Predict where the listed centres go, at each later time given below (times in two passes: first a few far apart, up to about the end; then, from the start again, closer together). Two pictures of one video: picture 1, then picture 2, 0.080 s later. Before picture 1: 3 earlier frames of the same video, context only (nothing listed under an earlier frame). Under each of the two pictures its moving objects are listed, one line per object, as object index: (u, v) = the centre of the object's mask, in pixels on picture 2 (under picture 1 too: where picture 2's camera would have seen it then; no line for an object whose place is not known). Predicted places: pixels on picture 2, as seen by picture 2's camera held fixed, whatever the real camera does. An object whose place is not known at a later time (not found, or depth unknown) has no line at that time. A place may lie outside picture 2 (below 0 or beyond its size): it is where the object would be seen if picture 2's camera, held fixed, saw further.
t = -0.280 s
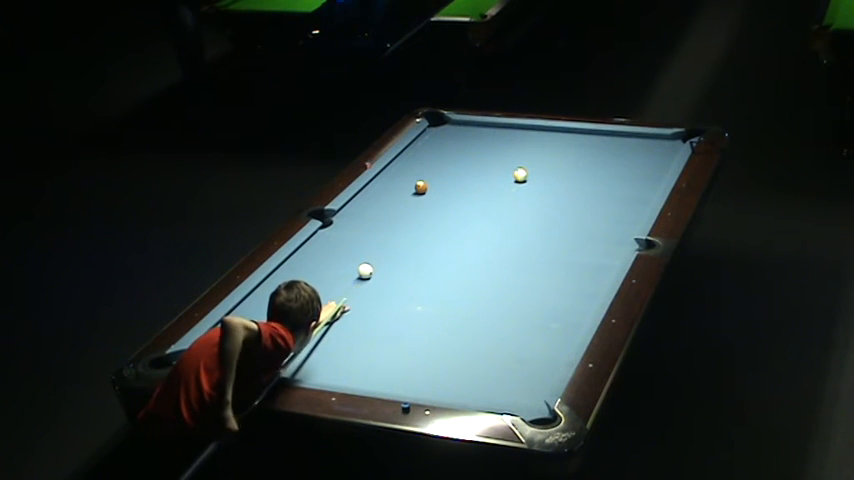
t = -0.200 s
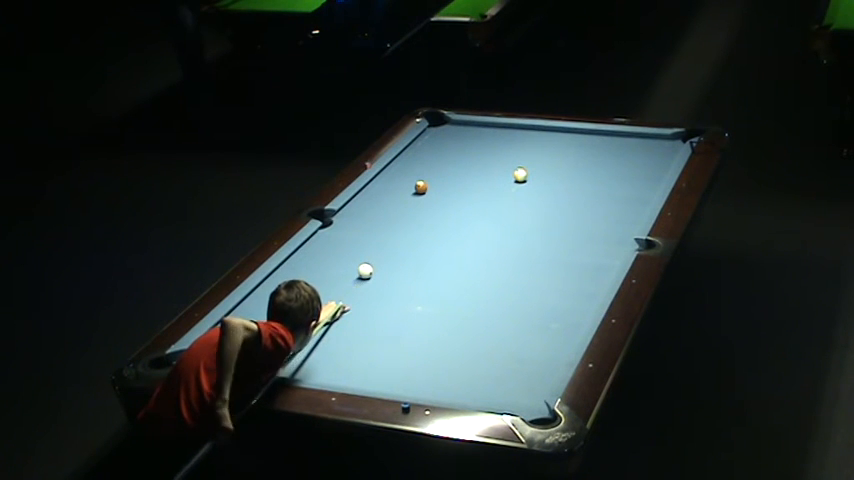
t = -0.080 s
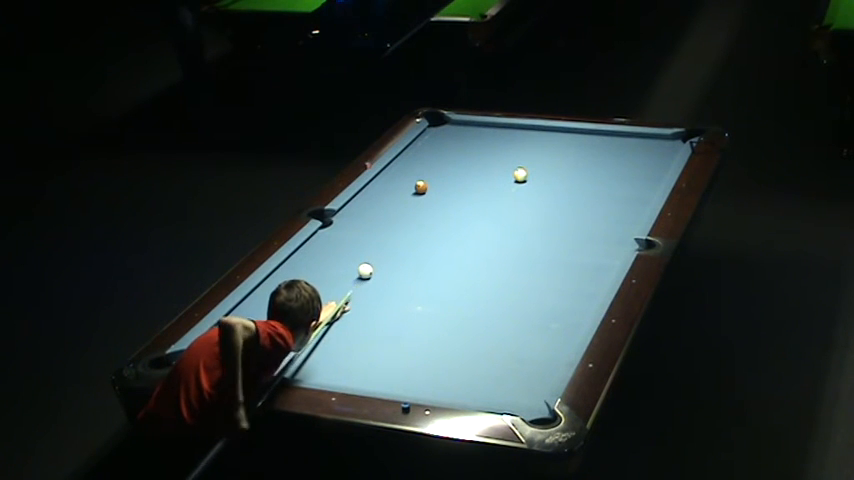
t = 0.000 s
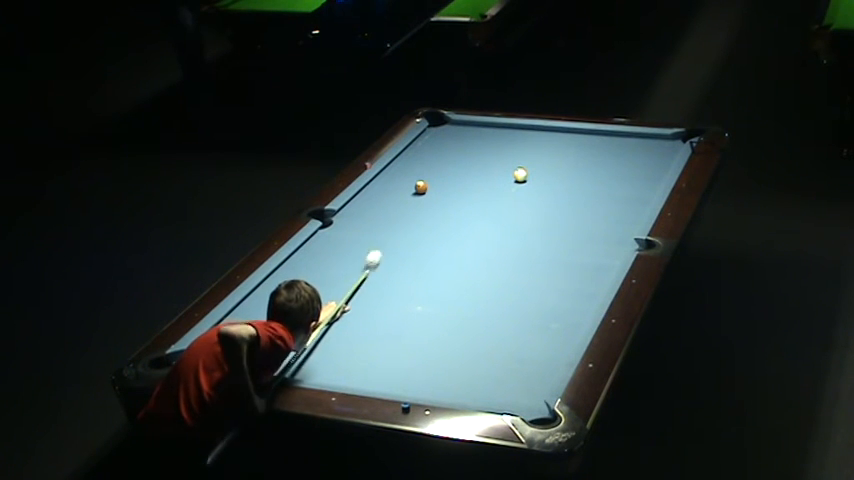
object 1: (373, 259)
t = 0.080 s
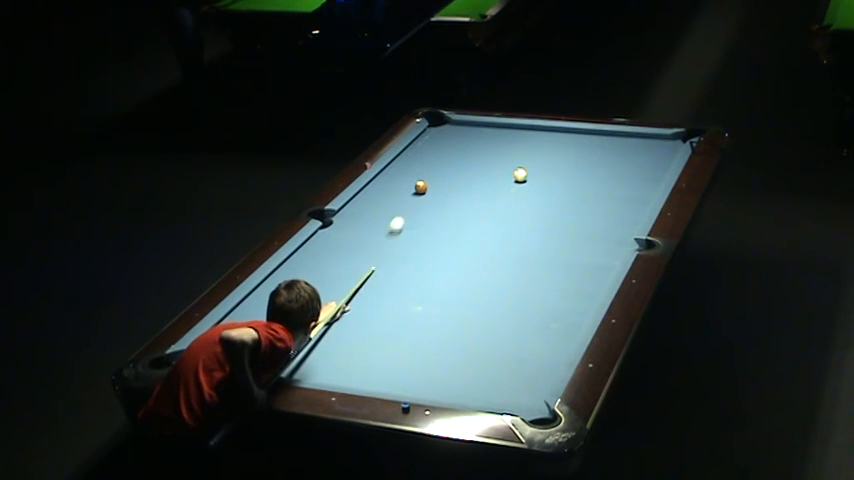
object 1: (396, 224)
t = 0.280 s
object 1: (429, 191)
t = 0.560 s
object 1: (453, 191)
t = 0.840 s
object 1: (475, 190)
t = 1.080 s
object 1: (492, 190)
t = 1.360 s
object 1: (512, 190)
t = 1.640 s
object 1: (530, 190)
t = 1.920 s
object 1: (547, 189)
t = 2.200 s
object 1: (562, 189)
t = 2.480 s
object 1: (576, 189)
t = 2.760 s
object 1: (589, 188)
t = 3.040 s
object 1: (600, 188)
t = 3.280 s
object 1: (609, 188)
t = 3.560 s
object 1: (618, 188)
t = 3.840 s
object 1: (626, 188)
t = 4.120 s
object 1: (631, 188)
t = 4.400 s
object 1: (635, 187)
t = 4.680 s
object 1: (639, 187)
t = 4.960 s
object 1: (640, 187)
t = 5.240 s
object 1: (641, 187)
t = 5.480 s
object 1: (641, 187)
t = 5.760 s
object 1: (642, 187)
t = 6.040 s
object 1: (642, 187)
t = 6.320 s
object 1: (642, 187)
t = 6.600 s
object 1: (641, 187)
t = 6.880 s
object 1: (641, 187)
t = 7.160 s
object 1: (641, 187)
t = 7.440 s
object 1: (641, 187)
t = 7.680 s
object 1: (641, 187)
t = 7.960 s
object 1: (641, 187)
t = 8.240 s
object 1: (641, 187)
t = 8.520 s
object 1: (641, 187)
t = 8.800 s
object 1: (641, 187)
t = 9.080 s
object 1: (642, 187)
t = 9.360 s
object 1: (641, 188)
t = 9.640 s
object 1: (641, 187)
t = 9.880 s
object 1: (642, 187)
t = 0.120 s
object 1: (407, 210)
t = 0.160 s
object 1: (416, 196)
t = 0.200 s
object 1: (422, 192)
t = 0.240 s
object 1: (426, 192)
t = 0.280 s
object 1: (429, 191)
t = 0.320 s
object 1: (433, 191)
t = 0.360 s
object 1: (436, 191)
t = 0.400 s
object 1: (439, 191)
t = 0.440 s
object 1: (443, 191)
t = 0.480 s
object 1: (446, 191)
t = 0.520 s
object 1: (449, 191)
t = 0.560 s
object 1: (453, 191)
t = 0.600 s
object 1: (456, 191)
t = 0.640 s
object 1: (459, 191)
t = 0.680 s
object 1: (462, 191)
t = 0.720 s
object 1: (465, 191)
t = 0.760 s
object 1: (469, 190)
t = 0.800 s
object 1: (471, 190)
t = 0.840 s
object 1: (475, 190)
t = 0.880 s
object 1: (478, 190)
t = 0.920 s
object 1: (481, 190)
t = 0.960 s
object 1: (484, 190)
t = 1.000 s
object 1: (487, 190)
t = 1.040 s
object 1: (489, 190)
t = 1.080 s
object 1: (492, 190)
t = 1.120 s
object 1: (495, 190)
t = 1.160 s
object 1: (498, 190)
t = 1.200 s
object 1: (501, 190)
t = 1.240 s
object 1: (503, 190)
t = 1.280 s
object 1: (506, 190)
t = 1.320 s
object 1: (509, 190)
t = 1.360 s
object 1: (512, 190)
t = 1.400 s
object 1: (514, 190)
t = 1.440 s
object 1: (517, 190)
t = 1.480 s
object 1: (520, 190)
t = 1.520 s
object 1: (522, 190)
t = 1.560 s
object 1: (525, 190)
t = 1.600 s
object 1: (527, 190)
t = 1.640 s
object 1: (530, 190)
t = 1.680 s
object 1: (533, 189)
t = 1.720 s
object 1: (535, 189)
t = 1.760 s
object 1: (538, 189)
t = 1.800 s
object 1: (540, 189)
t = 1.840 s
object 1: (542, 189)
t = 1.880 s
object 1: (544, 189)
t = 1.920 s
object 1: (547, 189)
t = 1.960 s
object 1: (549, 189)
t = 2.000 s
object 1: (551, 189)
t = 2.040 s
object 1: (554, 189)
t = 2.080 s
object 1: (556, 189)
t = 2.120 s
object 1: (558, 189)
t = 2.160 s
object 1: (560, 189)
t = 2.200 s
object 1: (562, 189)
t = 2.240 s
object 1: (565, 189)
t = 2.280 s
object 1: (567, 189)
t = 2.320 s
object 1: (569, 189)
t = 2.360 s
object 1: (571, 189)
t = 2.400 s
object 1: (572, 189)
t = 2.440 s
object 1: (575, 189)
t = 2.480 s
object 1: (576, 189)
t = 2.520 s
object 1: (578, 188)
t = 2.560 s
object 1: (580, 188)
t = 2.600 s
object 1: (582, 188)
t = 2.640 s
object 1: (584, 188)
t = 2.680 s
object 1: (586, 188)
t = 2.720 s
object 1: (587, 188)
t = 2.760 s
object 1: (589, 188)
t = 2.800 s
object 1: (591, 189)
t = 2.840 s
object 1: (593, 188)
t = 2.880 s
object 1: (594, 188)
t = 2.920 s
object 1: (596, 188)
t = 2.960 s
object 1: (598, 188)
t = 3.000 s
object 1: (599, 188)
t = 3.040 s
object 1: (600, 188)
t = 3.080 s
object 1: (602, 188)
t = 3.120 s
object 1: (603, 188)
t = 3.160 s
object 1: (605, 188)
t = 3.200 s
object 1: (606, 188)
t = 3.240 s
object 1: (608, 188)
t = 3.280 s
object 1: (609, 188)
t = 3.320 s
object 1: (611, 188)
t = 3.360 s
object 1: (612, 188)
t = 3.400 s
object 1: (613, 188)
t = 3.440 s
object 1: (614, 188)
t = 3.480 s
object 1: (616, 188)
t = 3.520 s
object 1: (617, 188)
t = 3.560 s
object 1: (618, 188)
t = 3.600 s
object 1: (619, 188)
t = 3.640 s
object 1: (620, 188)
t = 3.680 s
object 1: (622, 188)
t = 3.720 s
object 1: (623, 188)
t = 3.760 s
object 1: (623, 188)
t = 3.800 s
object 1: (624, 188)
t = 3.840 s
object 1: (626, 188)
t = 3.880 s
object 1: (626, 188)
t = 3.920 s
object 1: (627, 188)
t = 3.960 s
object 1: (628, 188)
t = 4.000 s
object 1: (629, 187)
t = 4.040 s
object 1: (629, 188)
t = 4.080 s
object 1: (631, 188)
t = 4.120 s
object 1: (631, 188)
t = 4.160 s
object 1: (632, 188)
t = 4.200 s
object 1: (633, 187)
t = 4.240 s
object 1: (633, 188)
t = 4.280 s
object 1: (634, 188)
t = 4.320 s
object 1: (635, 187)
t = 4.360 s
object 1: (635, 187)
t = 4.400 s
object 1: (635, 187)
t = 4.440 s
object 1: (636, 187)
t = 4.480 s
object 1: (637, 187)
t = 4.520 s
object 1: (637, 187)
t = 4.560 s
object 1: (638, 187)
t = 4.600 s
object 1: (638, 187)
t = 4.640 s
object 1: (638, 187)
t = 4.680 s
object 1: (639, 187)
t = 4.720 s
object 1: (639, 187)
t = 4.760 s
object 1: (639, 187)
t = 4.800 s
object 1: (640, 187)
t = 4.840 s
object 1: (640, 187)
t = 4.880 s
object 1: (640, 187)
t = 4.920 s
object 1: (640, 187)
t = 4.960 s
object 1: (640, 187)
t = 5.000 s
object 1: (641, 187)
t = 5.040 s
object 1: (641, 187)
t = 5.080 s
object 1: (641, 187)
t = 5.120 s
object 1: (641, 187)
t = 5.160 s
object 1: (641, 187)
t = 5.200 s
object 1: (641, 187)
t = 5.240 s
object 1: (641, 187)
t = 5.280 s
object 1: (641, 188)
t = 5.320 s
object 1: (641, 187)
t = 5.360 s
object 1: (642, 188)
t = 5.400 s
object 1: (641, 188)
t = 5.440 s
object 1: (641, 187)
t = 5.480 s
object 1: (641, 187)
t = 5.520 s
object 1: (641, 187)
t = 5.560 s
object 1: (641, 187)
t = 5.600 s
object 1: (641, 187)
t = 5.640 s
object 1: (641, 187)
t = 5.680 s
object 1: (641, 187)
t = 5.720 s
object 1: (642, 187)
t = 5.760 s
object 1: (642, 187)
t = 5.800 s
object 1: (642, 187)
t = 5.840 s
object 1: (642, 187)
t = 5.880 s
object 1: (642, 187)
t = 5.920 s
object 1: (642, 187)
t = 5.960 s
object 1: (642, 187)
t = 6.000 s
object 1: (642, 187)
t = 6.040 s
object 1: (642, 187)
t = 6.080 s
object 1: (642, 187)
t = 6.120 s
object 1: (641, 187)
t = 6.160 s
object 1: (642, 187)
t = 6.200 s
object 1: (642, 187)
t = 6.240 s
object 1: (642, 187)
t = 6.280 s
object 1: (642, 187)
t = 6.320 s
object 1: (642, 187)
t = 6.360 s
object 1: (642, 187)
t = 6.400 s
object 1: (642, 187)
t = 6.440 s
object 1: (642, 187)
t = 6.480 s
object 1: (641, 187)
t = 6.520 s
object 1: (641, 187)
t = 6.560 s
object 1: (641, 187)
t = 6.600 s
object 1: (641, 187)
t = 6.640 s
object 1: (641, 187)
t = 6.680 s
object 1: (641, 187)
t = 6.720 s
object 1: (641, 187)
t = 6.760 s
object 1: (641, 187)
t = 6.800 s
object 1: (641, 187)
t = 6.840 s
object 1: (641, 187)
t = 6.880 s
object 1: (641, 187)
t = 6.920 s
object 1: (641, 187)
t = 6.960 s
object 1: (641, 187)
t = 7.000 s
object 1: (641, 187)
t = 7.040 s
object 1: (641, 187)
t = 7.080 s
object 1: (641, 187)
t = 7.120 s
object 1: (641, 187)
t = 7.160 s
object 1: (641, 187)
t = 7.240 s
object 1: (641, 187)
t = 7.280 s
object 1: (641, 187)
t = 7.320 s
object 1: (641, 187)
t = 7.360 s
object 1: (641, 187)
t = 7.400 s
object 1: (641, 187)
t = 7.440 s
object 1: (641, 187)
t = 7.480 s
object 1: (641, 187)
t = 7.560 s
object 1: (641, 187)
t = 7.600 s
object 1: (641, 187)
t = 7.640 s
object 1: (641, 187)
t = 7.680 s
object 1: (641, 187)
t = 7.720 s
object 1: (641, 187)
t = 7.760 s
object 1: (641, 187)
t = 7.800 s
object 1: (641, 187)
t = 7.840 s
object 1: (641, 187)
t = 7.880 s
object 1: (641, 187)
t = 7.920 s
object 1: (641, 187)
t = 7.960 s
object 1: (641, 187)
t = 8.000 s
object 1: (641, 187)
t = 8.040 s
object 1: (641, 187)
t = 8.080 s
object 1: (642, 187)
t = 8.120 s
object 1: (641, 187)
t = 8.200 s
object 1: (641, 187)
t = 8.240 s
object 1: (641, 187)
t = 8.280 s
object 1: (641, 187)
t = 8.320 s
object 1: (641, 187)
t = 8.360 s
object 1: (641, 187)
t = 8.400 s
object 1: (641, 187)
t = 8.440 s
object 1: (641, 187)
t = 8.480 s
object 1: (641, 187)
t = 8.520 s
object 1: (641, 187)
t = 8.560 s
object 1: (641, 187)
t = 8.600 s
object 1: (641, 187)
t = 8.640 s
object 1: (641, 187)
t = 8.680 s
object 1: (641, 187)
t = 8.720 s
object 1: (641, 187)
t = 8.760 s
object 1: (641, 187)
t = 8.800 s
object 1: (641, 187)
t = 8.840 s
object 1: (641, 187)
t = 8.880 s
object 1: (641, 187)
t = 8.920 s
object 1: (641, 187)
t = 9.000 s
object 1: (641, 187)
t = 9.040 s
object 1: (642, 187)
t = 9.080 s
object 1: (642, 187)
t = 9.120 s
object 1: (641, 187)
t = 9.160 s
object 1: (641, 187)
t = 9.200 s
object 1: (641, 187)
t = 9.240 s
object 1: (641, 187)
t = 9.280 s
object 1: (641, 188)
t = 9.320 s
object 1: (641, 188)
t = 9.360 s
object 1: (641, 188)
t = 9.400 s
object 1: (641, 187)
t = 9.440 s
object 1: (641, 187)
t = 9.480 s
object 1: (641, 187)
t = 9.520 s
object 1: (641, 187)
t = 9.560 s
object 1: (641, 187)
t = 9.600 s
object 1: (642, 187)
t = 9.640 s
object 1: (641, 187)
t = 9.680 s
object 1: (641, 187)
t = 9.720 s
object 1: (642, 187)
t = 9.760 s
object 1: (642, 187)
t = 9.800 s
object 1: (642, 187)
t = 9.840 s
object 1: (642, 187)
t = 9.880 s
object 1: (642, 187)
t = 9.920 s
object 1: (642, 187)
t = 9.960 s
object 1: (642, 187)
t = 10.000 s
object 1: (642, 187)
